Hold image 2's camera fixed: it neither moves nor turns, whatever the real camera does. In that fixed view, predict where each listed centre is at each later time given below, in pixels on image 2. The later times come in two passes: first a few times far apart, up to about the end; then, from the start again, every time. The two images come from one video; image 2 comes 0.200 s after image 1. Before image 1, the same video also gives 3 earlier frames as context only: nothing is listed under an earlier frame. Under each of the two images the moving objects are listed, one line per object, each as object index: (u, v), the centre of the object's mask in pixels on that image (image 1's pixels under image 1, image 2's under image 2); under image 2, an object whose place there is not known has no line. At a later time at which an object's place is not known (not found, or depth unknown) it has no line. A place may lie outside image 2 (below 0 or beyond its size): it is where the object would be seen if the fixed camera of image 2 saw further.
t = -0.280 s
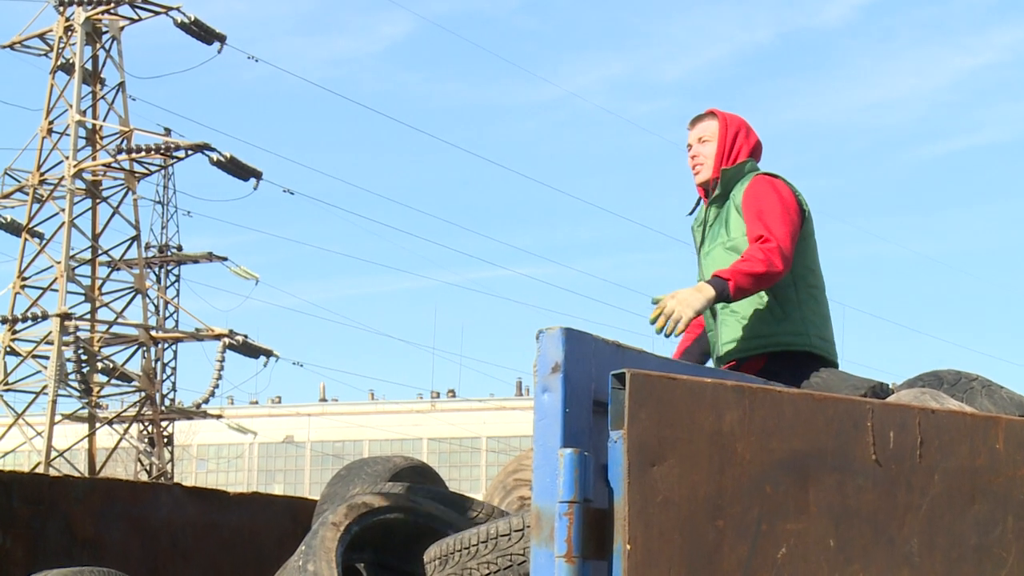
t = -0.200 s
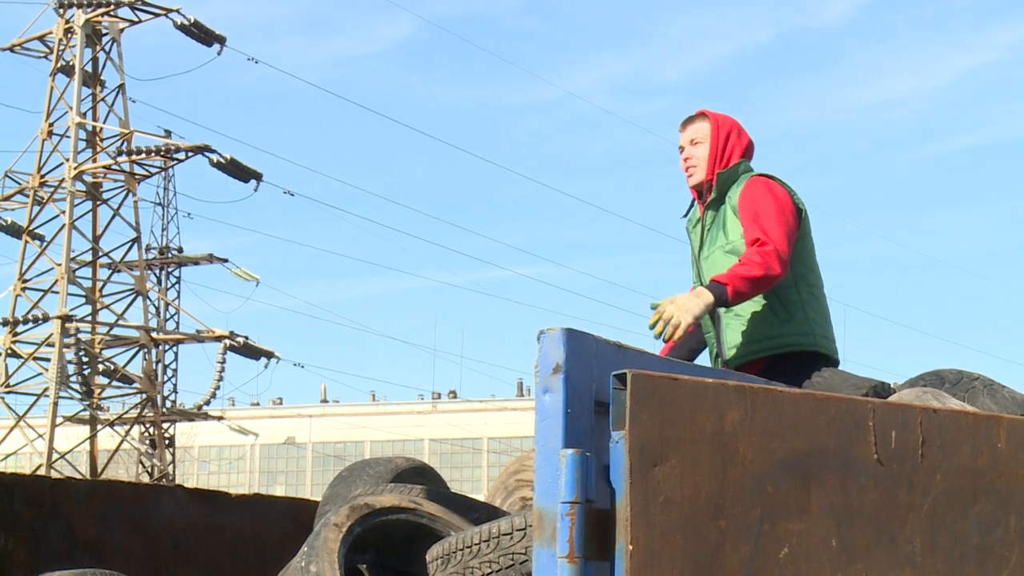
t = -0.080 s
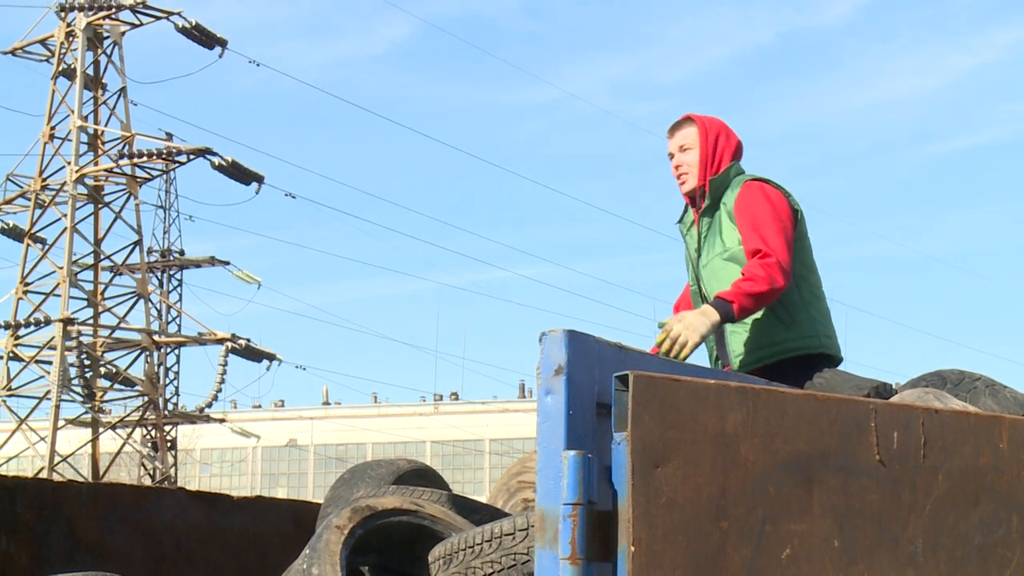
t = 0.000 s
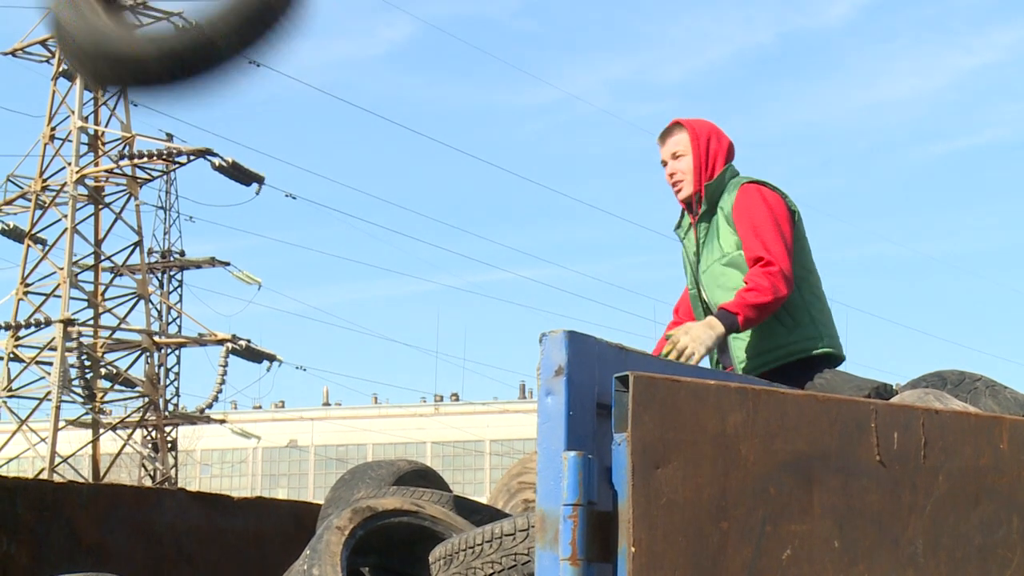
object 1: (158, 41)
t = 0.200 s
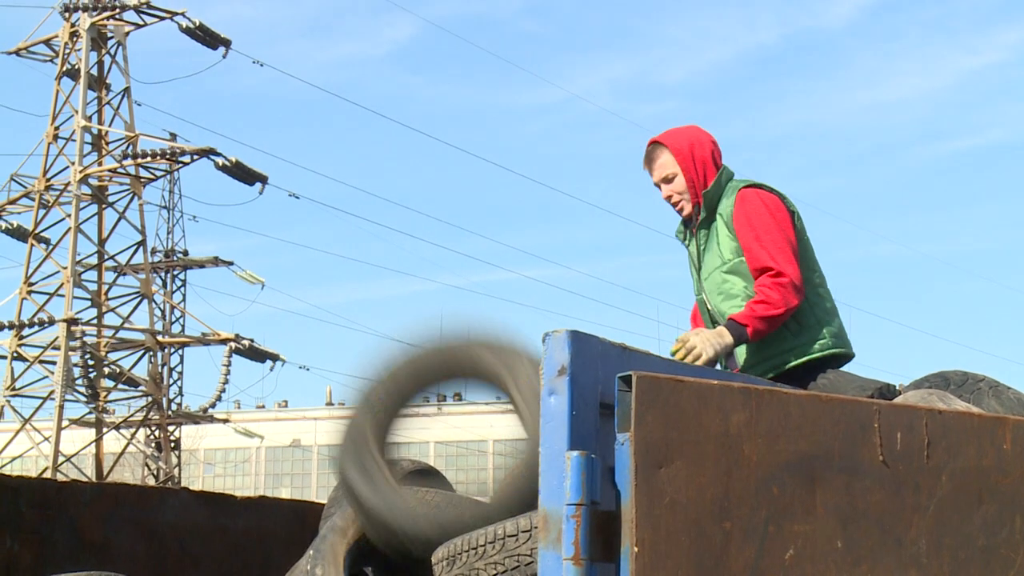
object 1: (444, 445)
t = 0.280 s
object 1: (465, 493)
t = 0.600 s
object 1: (494, 444)
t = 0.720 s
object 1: (500, 457)
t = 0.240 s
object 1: (442, 475)
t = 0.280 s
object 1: (465, 493)
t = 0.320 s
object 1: (471, 488)
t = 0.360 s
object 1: (475, 475)
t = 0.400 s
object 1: (477, 463)
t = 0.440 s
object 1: (480, 452)
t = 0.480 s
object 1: (484, 445)
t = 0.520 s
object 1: (489, 440)
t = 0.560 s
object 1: (492, 440)
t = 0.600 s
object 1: (494, 444)
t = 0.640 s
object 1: (497, 447)
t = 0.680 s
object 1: (500, 453)
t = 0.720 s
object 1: (500, 457)
